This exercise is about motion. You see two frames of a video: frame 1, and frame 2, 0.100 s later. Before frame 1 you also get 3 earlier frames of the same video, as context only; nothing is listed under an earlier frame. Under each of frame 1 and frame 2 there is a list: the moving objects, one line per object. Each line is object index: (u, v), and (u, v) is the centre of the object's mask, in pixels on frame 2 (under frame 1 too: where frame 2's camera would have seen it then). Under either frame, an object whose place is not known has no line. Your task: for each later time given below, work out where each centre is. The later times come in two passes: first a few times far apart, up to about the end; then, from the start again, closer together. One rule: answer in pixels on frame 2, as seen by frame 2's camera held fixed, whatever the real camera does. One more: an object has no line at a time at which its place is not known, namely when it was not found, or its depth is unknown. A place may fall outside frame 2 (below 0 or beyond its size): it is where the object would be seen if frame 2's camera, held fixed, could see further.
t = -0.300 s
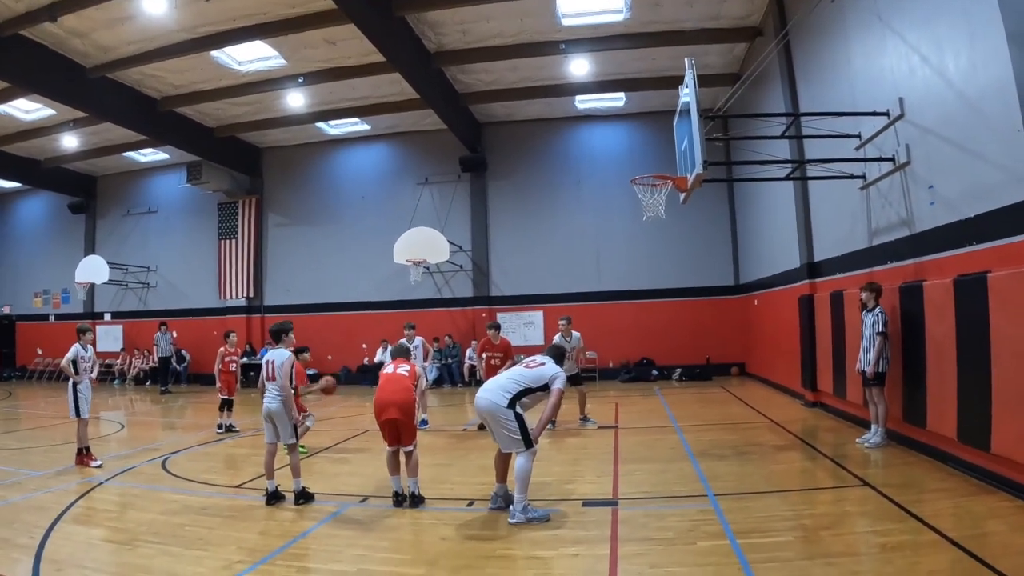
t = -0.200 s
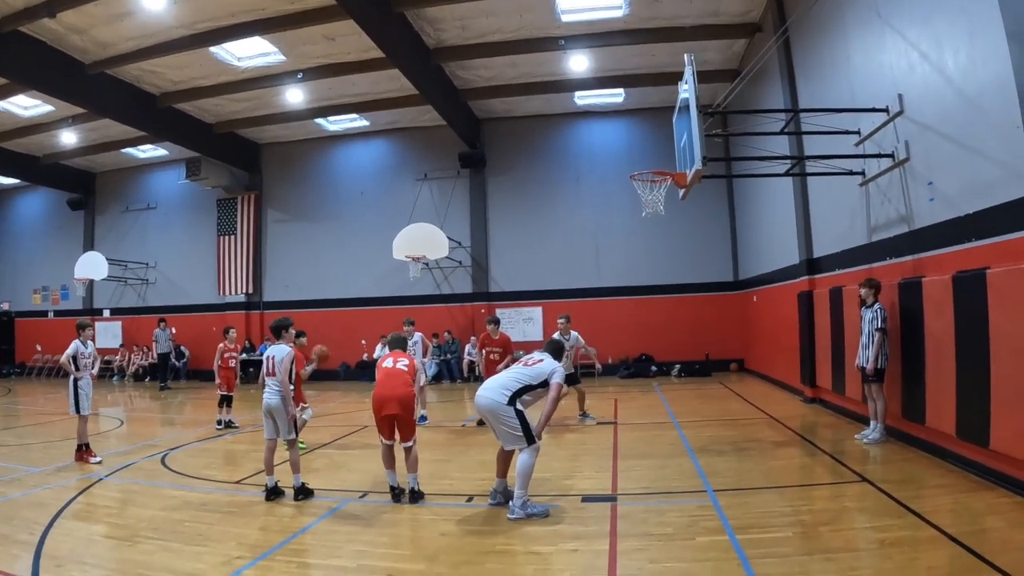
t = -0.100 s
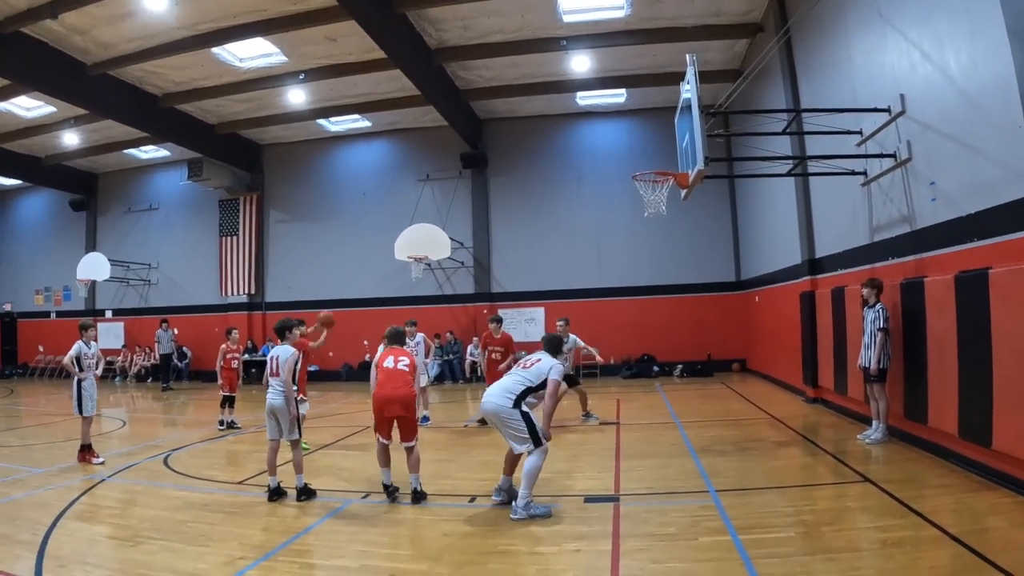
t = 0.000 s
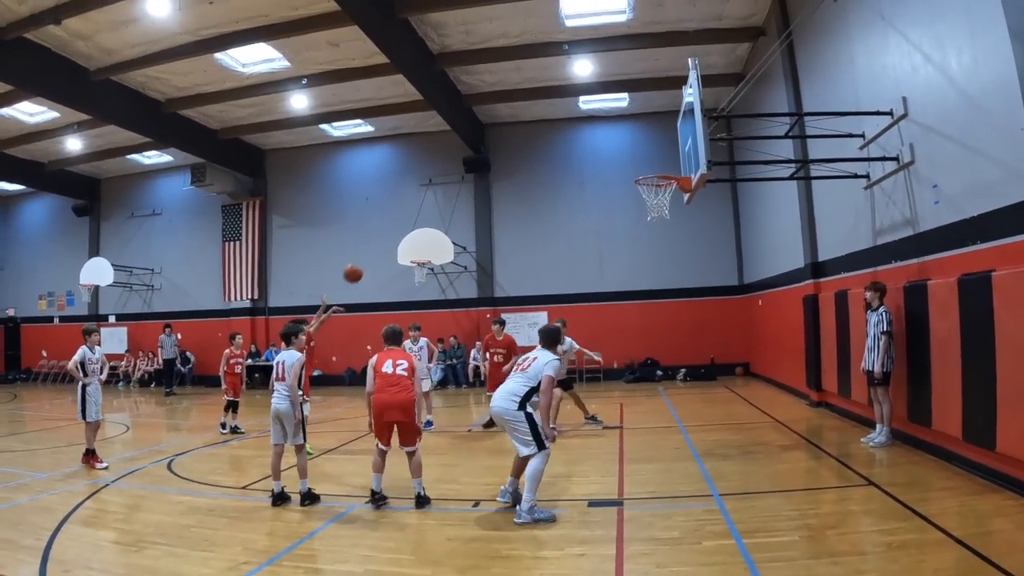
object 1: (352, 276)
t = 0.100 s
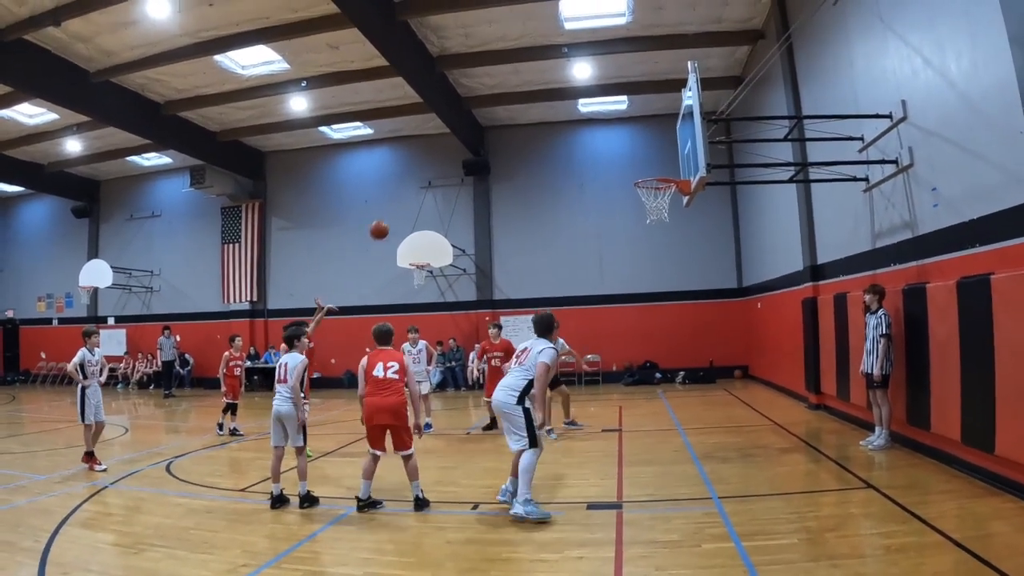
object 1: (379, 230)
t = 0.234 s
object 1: (415, 180)
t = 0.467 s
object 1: (480, 127)
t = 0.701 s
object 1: (549, 115)
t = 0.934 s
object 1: (624, 147)
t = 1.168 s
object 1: (644, 215)
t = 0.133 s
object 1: (387, 216)
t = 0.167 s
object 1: (396, 204)
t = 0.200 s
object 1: (405, 192)
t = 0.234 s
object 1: (415, 180)
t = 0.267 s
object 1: (424, 170)
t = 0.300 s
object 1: (434, 160)
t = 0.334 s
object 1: (443, 151)
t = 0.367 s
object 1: (452, 144)
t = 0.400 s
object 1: (462, 137)
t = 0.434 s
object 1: (471, 131)
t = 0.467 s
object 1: (480, 127)
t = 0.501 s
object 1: (489, 122)
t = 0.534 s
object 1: (499, 118)
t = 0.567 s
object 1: (509, 116)
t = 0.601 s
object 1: (519, 115)
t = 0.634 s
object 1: (528, 114)
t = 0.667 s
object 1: (538, 114)
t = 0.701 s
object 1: (549, 115)
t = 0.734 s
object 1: (559, 116)
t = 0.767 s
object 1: (569, 119)
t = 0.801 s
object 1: (580, 123)
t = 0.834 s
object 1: (591, 127)
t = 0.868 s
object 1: (602, 133)
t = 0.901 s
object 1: (612, 140)
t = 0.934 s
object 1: (624, 147)
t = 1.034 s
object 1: (657, 172)
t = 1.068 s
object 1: (661, 190)
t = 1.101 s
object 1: (656, 196)
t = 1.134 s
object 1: (649, 207)
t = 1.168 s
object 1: (644, 215)
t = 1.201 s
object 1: (641, 223)
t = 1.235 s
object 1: (637, 231)
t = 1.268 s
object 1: (633, 240)
